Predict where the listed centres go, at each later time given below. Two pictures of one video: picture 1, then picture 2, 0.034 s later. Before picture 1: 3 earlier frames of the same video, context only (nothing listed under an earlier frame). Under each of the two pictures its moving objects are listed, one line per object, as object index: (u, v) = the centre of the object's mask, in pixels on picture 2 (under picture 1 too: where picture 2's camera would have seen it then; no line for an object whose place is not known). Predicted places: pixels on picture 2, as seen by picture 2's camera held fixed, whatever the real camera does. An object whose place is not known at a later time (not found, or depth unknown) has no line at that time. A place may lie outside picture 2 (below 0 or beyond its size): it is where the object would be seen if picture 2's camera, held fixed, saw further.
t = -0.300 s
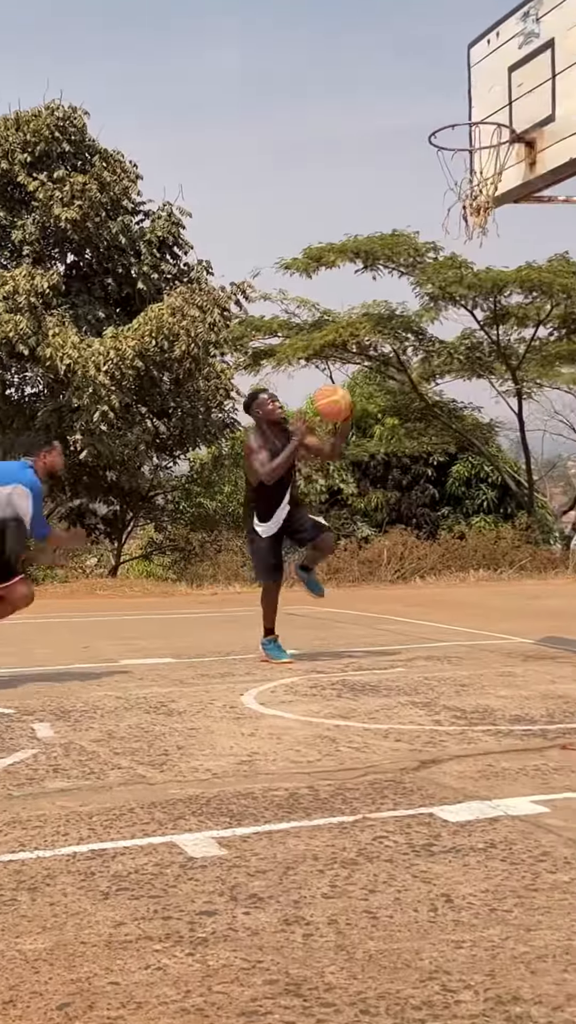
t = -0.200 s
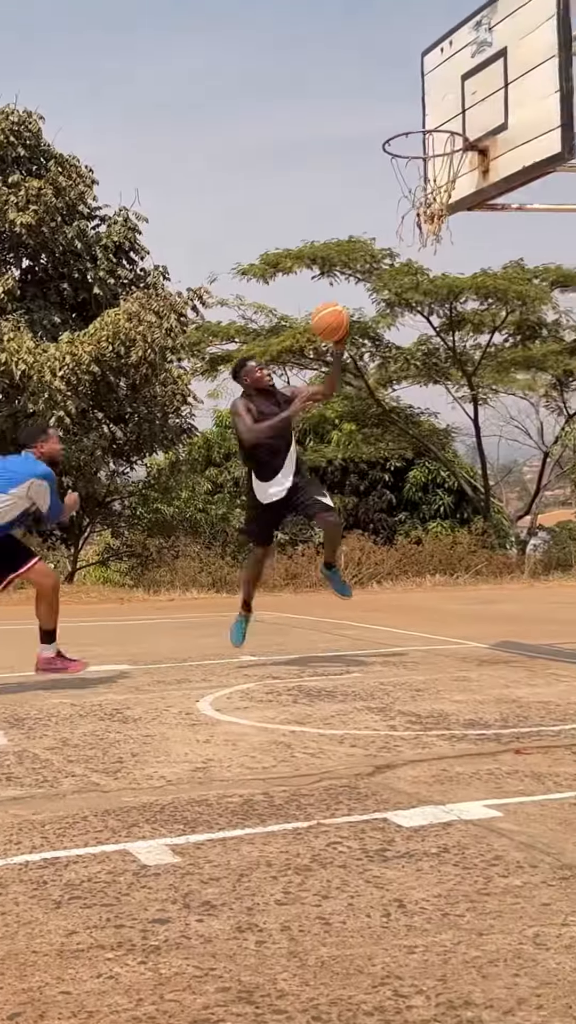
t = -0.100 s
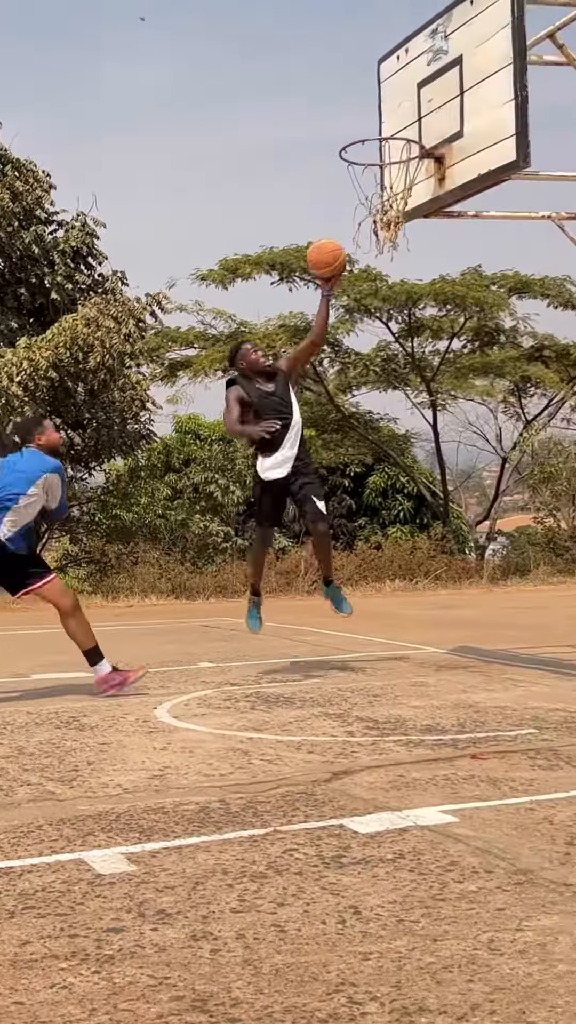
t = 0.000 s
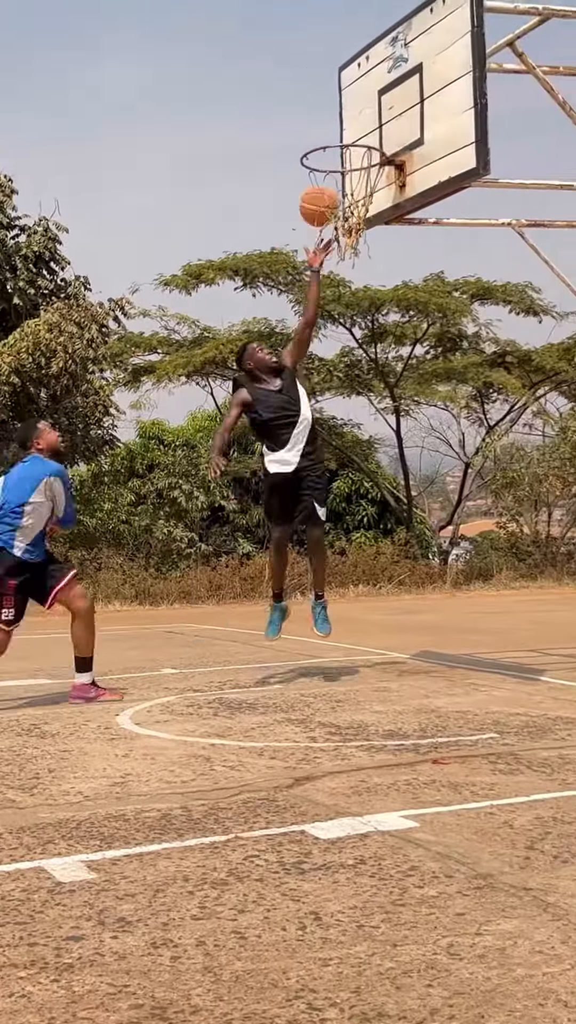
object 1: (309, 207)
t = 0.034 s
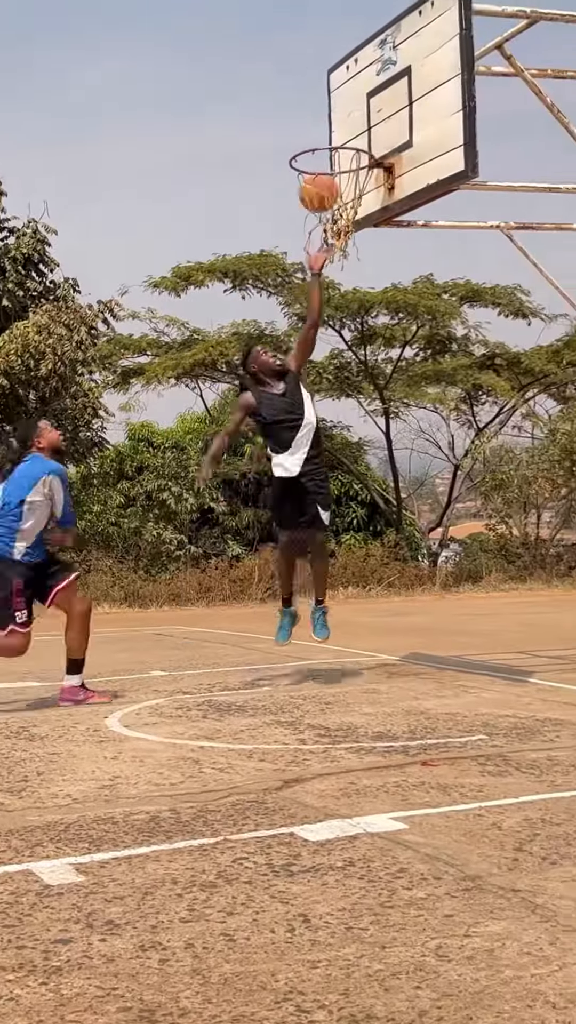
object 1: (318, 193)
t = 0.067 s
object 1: (327, 178)
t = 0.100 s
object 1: (336, 166)
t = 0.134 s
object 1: (345, 154)
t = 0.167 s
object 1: (342, 146)
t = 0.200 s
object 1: (339, 140)
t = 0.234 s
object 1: (336, 136)
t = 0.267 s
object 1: (333, 133)
